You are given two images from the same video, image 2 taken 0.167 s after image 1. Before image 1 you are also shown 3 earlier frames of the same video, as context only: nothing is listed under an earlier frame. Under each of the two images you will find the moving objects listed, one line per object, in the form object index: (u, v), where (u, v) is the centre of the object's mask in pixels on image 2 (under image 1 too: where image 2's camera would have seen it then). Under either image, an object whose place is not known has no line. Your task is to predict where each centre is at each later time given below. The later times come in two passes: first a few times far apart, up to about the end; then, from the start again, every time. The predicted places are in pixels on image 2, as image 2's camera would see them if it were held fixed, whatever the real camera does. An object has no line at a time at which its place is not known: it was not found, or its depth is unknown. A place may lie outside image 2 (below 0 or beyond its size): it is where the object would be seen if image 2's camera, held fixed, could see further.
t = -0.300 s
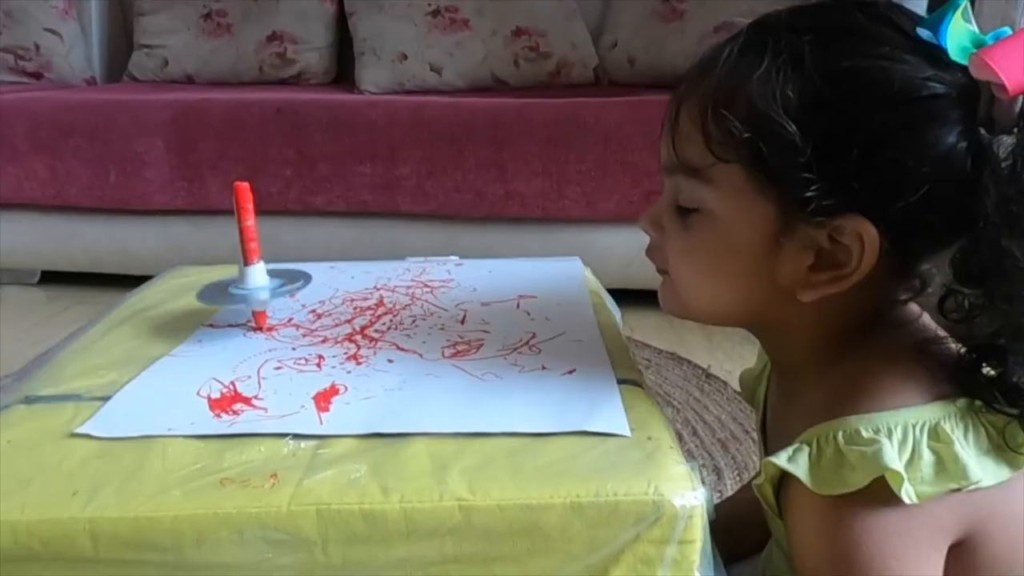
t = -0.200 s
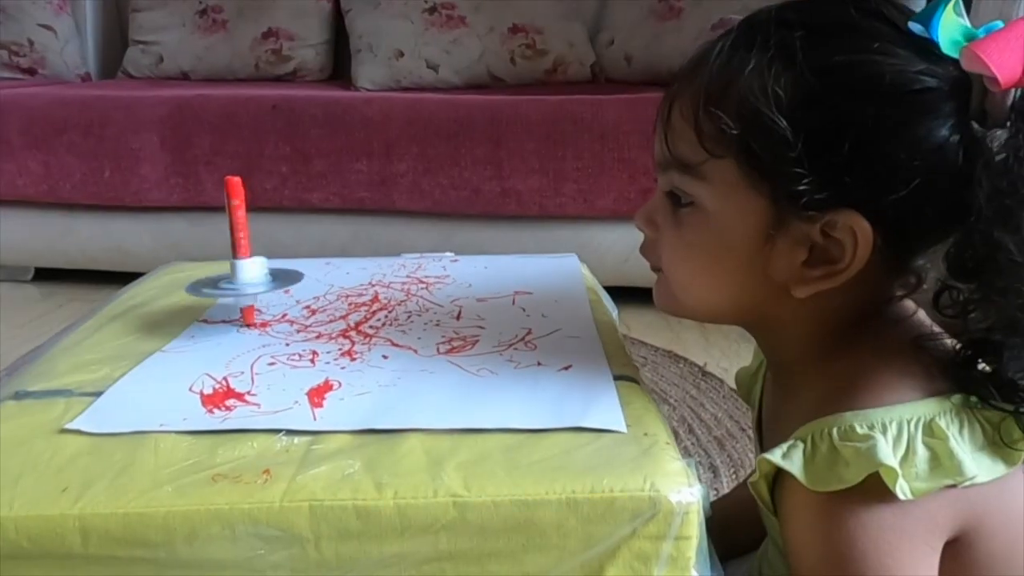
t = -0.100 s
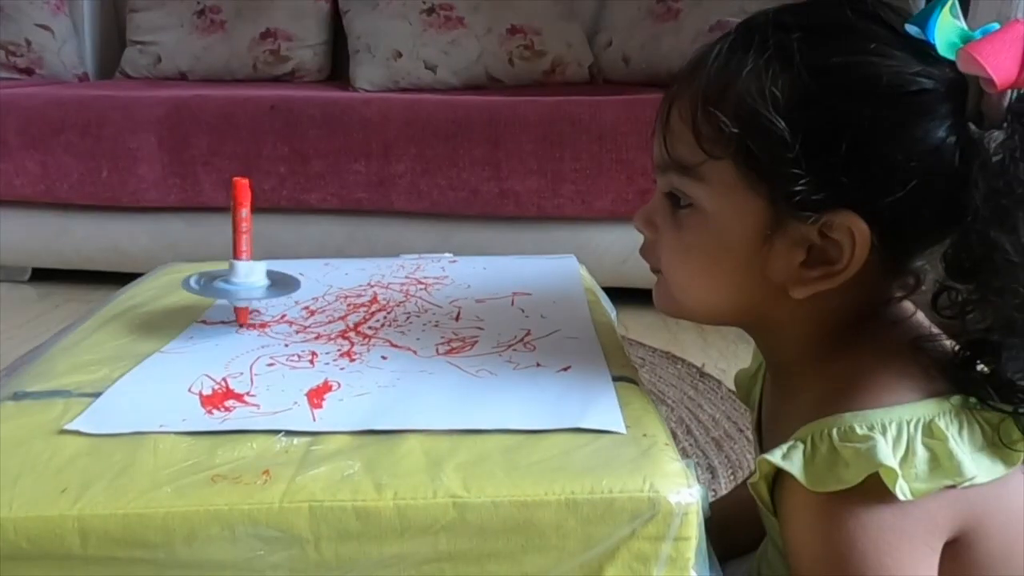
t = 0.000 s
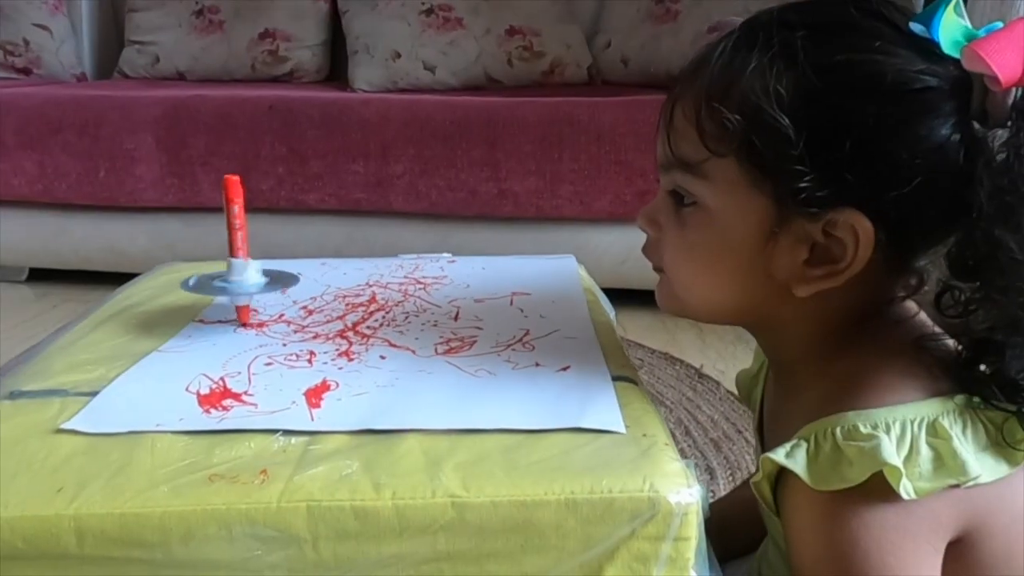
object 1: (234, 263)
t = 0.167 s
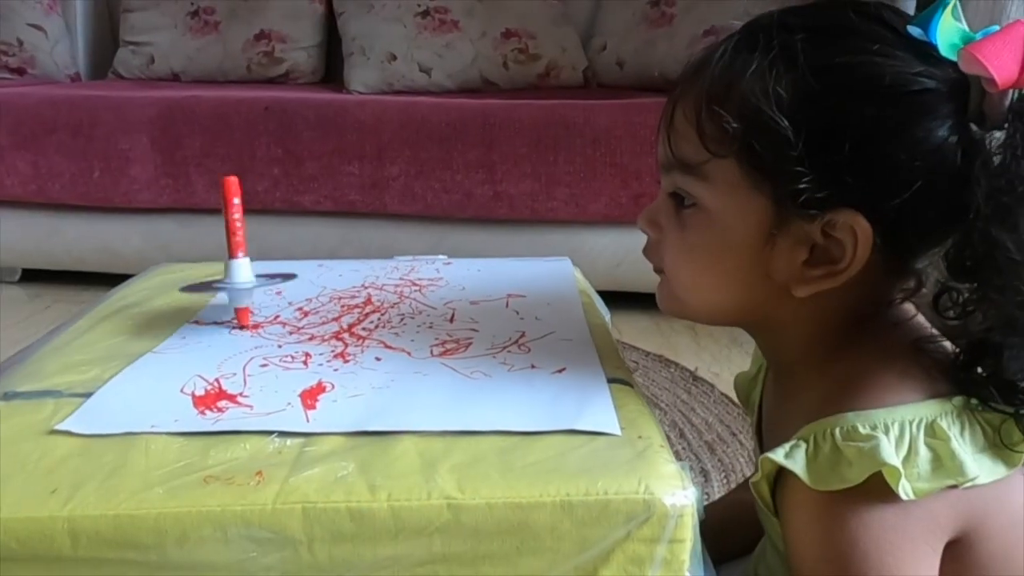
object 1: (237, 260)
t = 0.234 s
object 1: (242, 269)
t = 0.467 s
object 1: (247, 277)
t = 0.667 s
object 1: (222, 276)
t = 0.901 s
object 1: (93, 288)
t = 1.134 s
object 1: (159, 282)
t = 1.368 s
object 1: (89, 303)
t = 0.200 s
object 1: (244, 263)
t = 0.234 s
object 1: (242, 269)
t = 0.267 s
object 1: (238, 271)
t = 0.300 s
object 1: (232, 268)
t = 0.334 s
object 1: (229, 263)
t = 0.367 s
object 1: (233, 260)
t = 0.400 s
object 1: (244, 262)
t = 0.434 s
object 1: (250, 267)
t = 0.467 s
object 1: (247, 277)
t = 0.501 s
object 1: (237, 285)
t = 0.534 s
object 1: (220, 285)
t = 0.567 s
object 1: (198, 271)
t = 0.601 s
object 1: (211, 276)
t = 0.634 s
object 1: (218, 276)
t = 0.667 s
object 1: (222, 276)
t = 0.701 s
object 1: (221, 276)
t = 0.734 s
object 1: (215, 275)
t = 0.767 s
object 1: (202, 272)
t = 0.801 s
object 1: (189, 274)
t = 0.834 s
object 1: (163, 272)
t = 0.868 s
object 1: (124, 277)
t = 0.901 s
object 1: (93, 288)
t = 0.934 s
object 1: (86, 306)
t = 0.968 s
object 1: (95, 311)
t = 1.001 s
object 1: (109, 306)
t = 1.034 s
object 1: (124, 302)
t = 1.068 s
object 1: (138, 296)
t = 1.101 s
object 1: (151, 289)
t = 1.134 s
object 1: (159, 282)
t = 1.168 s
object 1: (163, 274)
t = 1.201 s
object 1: (152, 274)
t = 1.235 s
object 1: (135, 277)
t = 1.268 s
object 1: (114, 279)
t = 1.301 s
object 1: (98, 281)
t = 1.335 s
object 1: (93, 293)
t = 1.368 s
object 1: (89, 303)
